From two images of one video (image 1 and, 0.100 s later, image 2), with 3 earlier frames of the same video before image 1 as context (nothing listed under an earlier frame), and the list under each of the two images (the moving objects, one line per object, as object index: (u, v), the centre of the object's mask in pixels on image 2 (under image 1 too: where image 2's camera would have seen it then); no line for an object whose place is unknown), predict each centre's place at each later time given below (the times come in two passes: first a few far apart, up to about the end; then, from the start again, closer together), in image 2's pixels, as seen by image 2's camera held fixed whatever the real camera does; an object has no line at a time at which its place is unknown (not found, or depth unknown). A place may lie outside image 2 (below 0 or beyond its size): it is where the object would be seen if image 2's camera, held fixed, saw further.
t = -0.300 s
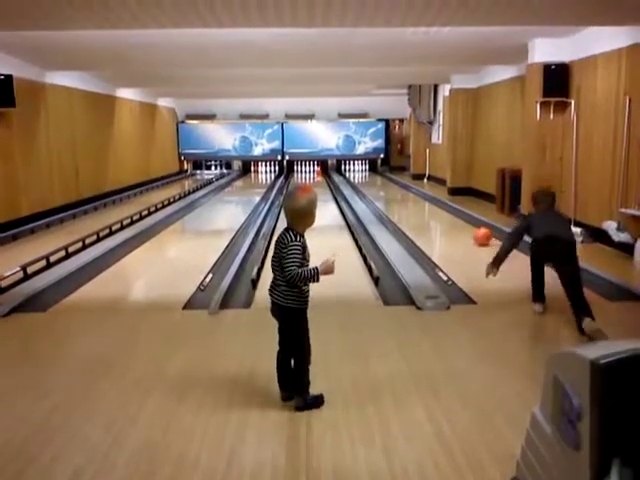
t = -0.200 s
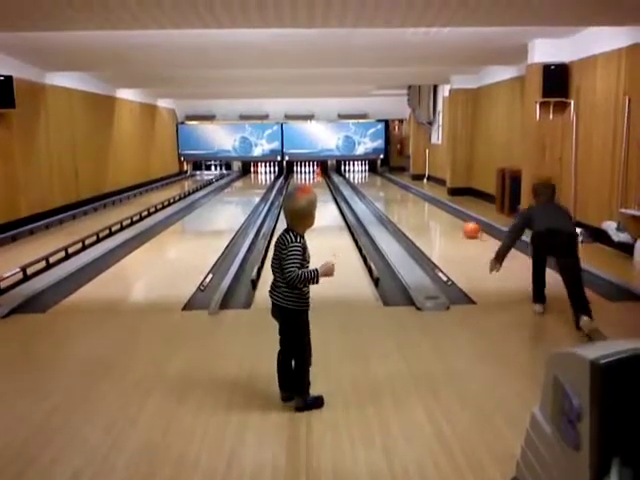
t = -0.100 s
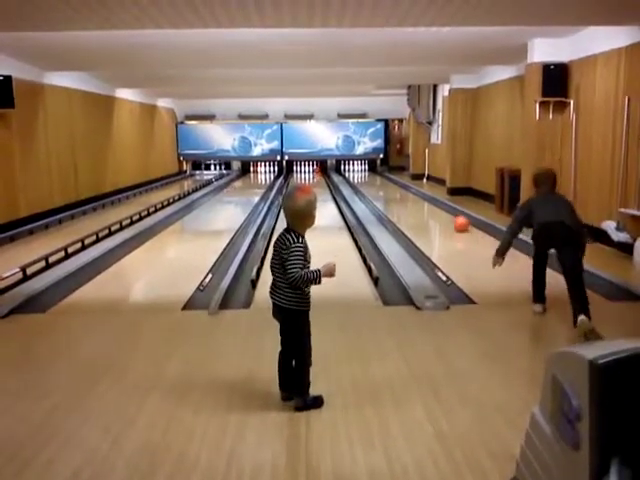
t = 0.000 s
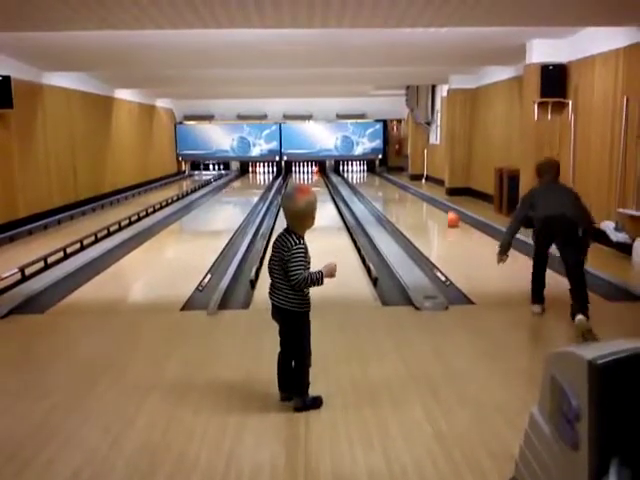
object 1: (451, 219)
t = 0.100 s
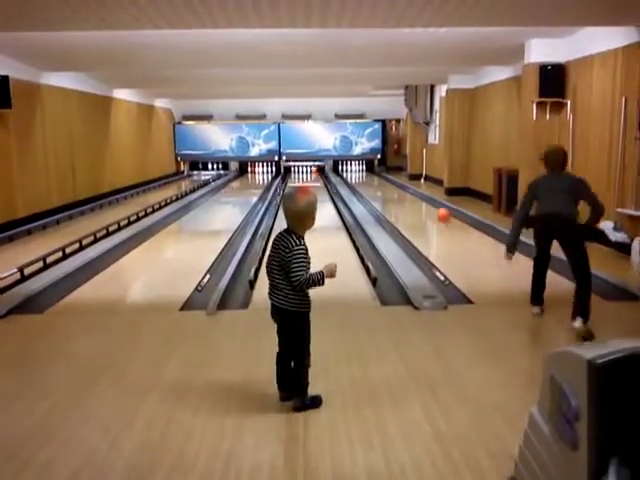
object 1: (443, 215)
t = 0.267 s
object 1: (435, 209)
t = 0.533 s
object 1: (419, 200)
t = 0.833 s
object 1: (405, 193)
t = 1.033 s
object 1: (401, 189)
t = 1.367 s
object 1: (391, 184)
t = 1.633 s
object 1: (384, 180)
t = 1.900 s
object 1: (378, 178)
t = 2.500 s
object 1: (369, 172)
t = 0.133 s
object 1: (440, 213)
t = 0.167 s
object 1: (438, 212)
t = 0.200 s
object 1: (437, 210)
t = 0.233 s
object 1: (435, 209)
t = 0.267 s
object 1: (435, 209)
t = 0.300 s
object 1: (431, 208)
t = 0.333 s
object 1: (429, 206)
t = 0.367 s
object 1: (428, 205)
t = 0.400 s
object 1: (425, 204)
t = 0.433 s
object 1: (424, 203)
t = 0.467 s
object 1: (422, 202)
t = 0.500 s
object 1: (422, 202)
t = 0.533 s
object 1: (419, 200)
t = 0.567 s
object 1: (417, 200)
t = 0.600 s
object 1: (415, 199)
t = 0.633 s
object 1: (416, 198)
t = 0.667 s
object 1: (413, 197)
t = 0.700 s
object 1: (411, 197)
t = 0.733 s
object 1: (409, 196)
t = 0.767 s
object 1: (408, 195)
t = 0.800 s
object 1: (406, 194)
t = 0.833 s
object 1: (405, 193)
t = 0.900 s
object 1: (404, 192)
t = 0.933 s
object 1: (403, 191)
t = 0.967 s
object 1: (402, 191)
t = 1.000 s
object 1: (402, 190)
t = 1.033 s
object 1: (401, 189)
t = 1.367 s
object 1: (391, 184)
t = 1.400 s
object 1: (390, 183)
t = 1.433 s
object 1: (389, 183)
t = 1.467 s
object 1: (389, 183)
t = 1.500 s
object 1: (388, 182)
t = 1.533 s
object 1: (387, 181)
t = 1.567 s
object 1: (386, 181)
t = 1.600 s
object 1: (385, 181)
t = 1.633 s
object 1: (384, 180)
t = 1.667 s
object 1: (384, 180)
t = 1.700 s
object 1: (383, 178)
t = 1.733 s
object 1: (381, 178)
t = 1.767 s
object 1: (381, 178)
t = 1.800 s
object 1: (380, 178)
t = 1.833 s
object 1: (380, 178)
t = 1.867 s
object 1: (379, 178)
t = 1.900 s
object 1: (378, 178)
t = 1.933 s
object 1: (378, 178)
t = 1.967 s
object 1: (378, 177)
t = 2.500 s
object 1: (369, 172)
